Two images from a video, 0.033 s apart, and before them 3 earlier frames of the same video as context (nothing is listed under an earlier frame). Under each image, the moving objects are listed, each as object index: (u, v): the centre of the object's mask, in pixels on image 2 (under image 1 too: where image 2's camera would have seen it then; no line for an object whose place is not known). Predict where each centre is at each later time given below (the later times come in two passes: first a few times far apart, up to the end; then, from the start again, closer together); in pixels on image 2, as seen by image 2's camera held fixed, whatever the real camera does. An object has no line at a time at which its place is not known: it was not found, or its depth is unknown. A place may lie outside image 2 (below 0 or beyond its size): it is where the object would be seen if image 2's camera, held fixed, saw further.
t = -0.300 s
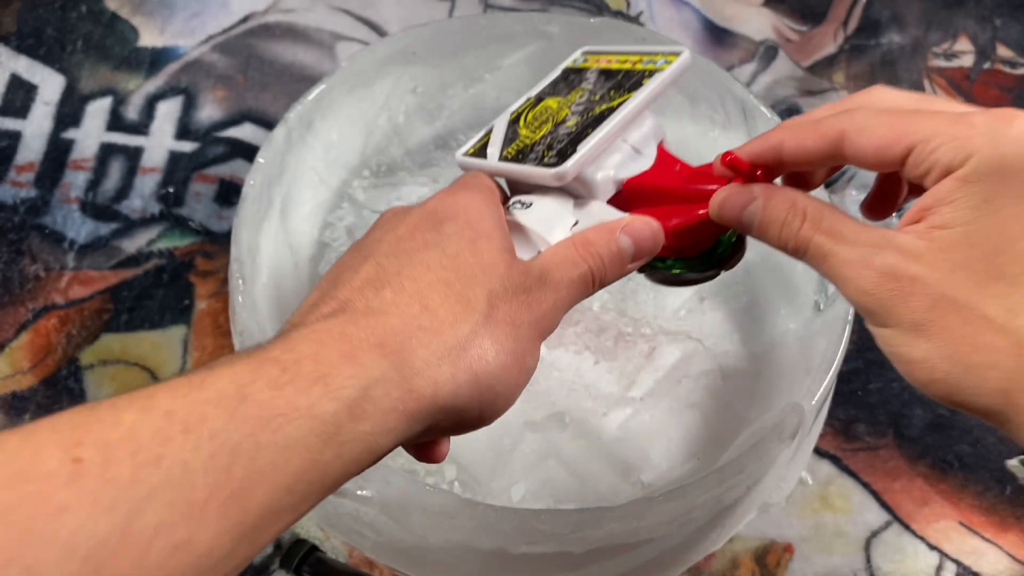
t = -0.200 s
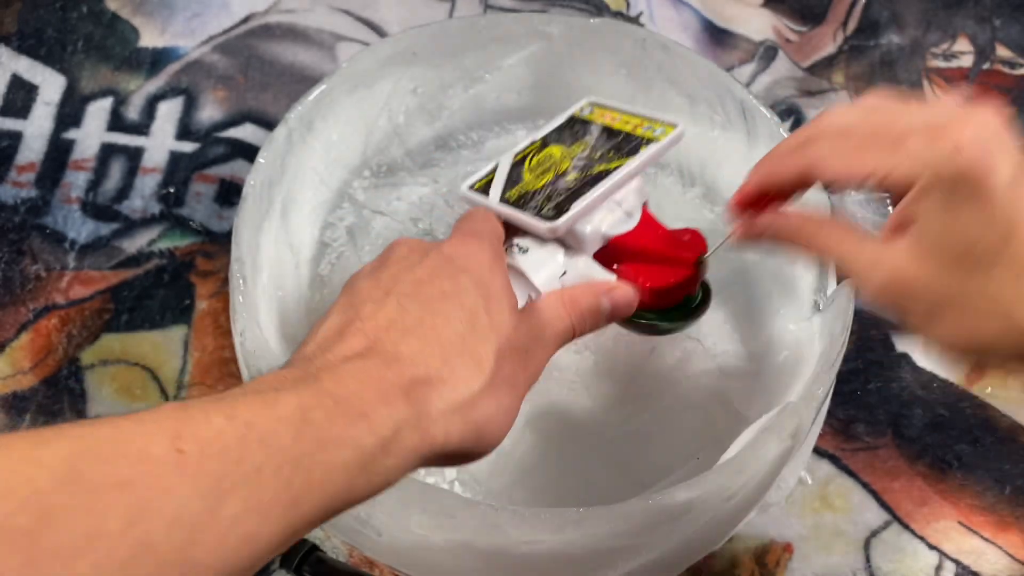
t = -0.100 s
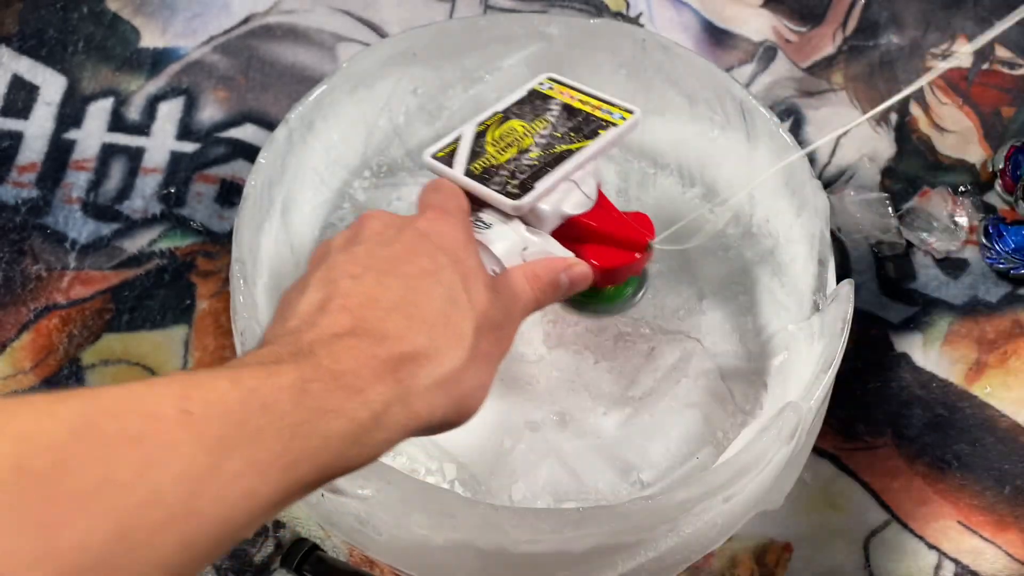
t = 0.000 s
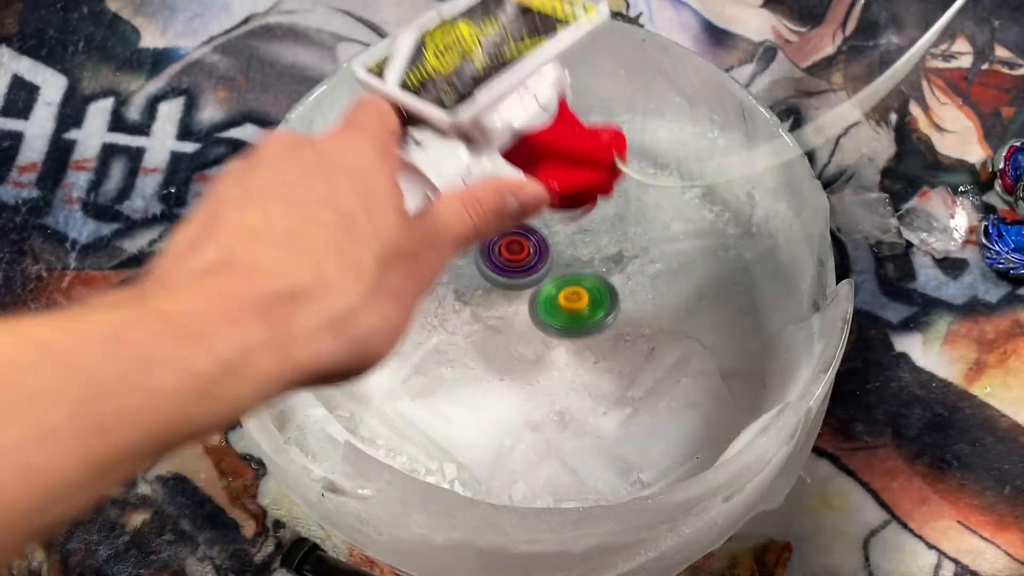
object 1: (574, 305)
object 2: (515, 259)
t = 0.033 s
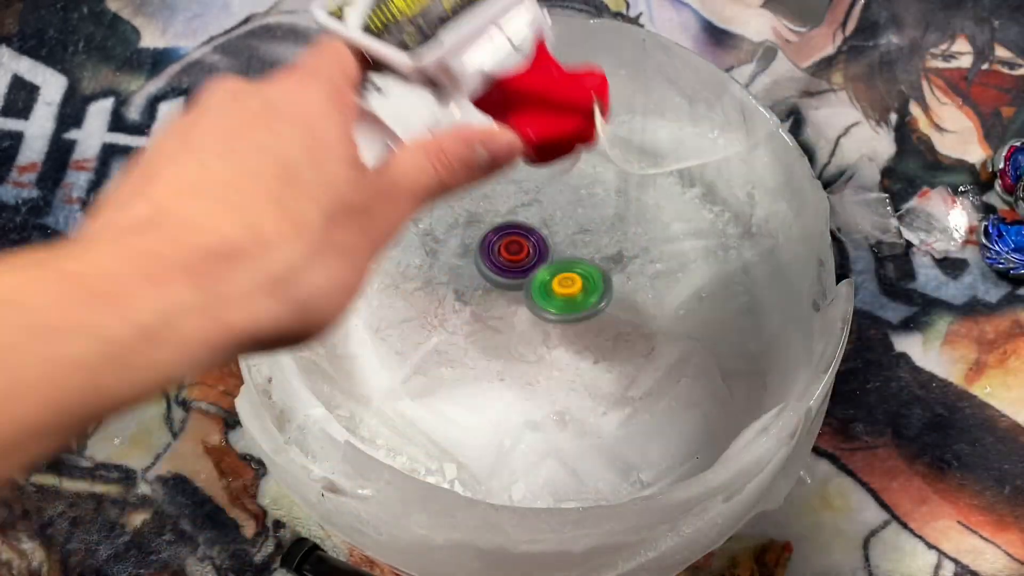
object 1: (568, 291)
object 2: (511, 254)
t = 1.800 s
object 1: (559, 269)
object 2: (462, 244)
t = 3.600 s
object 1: (564, 275)
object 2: (461, 247)
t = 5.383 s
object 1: (612, 321)
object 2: (501, 218)
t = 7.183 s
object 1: (545, 307)
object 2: (493, 230)
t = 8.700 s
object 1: (577, 284)
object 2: (494, 232)
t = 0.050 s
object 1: (568, 289)
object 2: (511, 251)
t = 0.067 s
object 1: (574, 289)
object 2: (513, 245)
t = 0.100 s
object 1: (585, 298)
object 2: (512, 234)
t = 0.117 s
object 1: (589, 305)
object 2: (513, 231)
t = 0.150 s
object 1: (593, 303)
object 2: (516, 228)
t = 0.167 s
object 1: (594, 304)
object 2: (518, 228)
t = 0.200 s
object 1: (595, 302)
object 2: (523, 230)
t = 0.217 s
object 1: (594, 300)
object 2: (525, 230)
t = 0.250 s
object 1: (590, 296)
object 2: (526, 228)
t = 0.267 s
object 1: (587, 294)
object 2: (526, 227)
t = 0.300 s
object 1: (579, 290)
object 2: (525, 226)
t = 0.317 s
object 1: (575, 287)
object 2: (525, 226)
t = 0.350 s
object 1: (568, 289)
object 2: (523, 220)
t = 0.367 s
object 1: (567, 295)
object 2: (518, 212)
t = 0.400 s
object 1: (564, 306)
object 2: (509, 198)
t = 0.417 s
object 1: (562, 310)
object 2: (505, 193)
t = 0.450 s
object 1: (555, 317)
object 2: (499, 184)
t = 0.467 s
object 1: (550, 319)
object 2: (496, 181)
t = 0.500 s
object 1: (545, 319)
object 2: (491, 179)
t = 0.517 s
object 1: (545, 318)
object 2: (488, 180)
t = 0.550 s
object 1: (550, 315)
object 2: (484, 182)
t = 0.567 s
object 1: (552, 312)
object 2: (482, 185)
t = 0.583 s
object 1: (554, 309)
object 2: (480, 187)
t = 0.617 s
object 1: (555, 300)
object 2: (478, 195)
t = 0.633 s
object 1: (554, 296)
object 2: (478, 198)
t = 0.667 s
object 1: (551, 287)
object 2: (477, 206)
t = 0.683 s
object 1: (550, 283)
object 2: (476, 209)
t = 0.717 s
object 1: (545, 275)
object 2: (476, 215)
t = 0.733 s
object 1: (545, 271)
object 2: (476, 219)
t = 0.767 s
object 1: (549, 266)
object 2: (477, 226)
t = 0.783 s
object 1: (554, 265)
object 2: (478, 230)
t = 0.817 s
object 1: (556, 265)
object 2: (479, 236)
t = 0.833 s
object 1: (557, 266)
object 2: (474, 237)
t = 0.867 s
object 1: (556, 266)
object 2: (468, 239)
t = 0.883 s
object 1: (553, 266)
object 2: (466, 241)
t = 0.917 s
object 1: (549, 268)
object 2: (465, 241)
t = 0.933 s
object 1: (548, 268)
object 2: (465, 242)
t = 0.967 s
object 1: (549, 269)
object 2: (468, 243)
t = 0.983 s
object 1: (550, 269)
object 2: (470, 245)
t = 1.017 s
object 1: (554, 264)
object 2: (464, 244)
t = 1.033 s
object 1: (555, 264)
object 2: (460, 243)
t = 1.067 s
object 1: (553, 266)
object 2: (457, 241)
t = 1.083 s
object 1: (554, 266)
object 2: (455, 240)
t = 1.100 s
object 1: (555, 267)
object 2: (454, 240)
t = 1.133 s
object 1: (554, 267)
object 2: (454, 240)
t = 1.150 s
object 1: (554, 266)
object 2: (454, 240)
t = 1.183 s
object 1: (555, 267)
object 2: (455, 240)
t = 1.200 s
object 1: (555, 267)
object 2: (456, 241)
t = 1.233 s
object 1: (554, 266)
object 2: (458, 242)
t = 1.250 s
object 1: (556, 267)
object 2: (460, 243)
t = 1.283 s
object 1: (555, 266)
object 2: (463, 244)
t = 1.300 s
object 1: (557, 267)
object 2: (463, 244)
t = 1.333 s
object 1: (556, 267)
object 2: (464, 244)
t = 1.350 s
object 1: (557, 267)
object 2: (464, 244)
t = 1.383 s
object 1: (556, 267)
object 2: (464, 244)
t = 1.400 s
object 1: (556, 267)
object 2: (464, 244)
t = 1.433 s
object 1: (558, 268)
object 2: (463, 244)
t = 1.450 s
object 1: (557, 268)
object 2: (462, 244)
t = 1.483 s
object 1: (557, 267)
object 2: (462, 243)
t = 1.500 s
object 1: (558, 268)
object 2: (462, 244)
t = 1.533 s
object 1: (557, 268)
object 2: (462, 244)
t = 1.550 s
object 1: (558, 268)
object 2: (462, 244)
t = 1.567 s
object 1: (558, 268)
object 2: (462, 244)
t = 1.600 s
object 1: (558, 268)
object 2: (462, 244)
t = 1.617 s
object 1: (558, 268)
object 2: (462, 244)
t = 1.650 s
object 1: (558, 268)
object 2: (462, 244)
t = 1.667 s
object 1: (558, 268)
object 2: (462, 244)
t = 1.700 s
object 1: (559, 269)
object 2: (462, 244)
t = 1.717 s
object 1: (559, 269)
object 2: (462, 244)
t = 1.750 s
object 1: (560, 269)
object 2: (462, 244)
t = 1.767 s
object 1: (559, 269)
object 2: (462, 244)
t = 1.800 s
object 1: (559, 269)
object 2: (462, 244)
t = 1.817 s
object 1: (561, 269)
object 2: (462, 244)
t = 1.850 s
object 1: (559, 268)
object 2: (462, 244)
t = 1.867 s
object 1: (561, 269)
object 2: (462, 245)
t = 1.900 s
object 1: (560, 269)
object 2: (462, 245)
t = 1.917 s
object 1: (560, 270)
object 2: (462, 245)
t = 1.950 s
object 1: (561, 270)
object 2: (462, 245)
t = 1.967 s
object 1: (560, 270)
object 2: (462, 245)
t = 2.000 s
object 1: (562, 270)
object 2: (462, 245)
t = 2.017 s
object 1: (561, 271)
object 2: (462, 245)
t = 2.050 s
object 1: (561, 271)
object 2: (462, 245)
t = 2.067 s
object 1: (562, 270)
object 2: (462, 245)
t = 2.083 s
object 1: (563, 271)
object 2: (462, 245)
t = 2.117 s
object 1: (561, 270)
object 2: (462, 245)
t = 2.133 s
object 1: (562, 271)
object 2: (462, 245)
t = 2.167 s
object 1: (562, 271)
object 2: (462, 245)
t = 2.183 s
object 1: (562, 272)
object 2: (462, 245)
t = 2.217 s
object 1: (564, 271)
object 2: (462, 245)
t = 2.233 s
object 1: (563, 271)
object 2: (462, 245)
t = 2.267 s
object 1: (564, 272)
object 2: (462, 245)
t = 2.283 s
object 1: (564, 272)
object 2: (462, 245)
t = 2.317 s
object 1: (563, 272)
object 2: (462, 245)
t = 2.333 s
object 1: (564, 272)
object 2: (462, 245)
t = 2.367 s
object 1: (564, 272)
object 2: (462, 245)
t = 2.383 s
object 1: (563, 272)
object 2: (462, 245)
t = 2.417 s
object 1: (565, 273)
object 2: (462, 245)
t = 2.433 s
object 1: (564, 272)
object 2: (462, 245)
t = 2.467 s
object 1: (564, 273)
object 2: (462, 246)
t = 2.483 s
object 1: (564, 273)
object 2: (462, 246)
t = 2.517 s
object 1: (563, 272)
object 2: (462, 246)
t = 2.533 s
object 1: (564, 273)
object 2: (462, 246)
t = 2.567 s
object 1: (564, 273)
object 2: (462, 246)
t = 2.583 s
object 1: (564, 274)
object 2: (462, 246)
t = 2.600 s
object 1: (564, 274)
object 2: (462, 246)
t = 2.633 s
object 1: (564, 274)
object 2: (462, 246)
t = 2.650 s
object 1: (564, 274)
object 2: (462, 246)
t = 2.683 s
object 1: (564, 274)
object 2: (462, 246)
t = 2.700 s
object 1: (565, 274)
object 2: (462, 246)
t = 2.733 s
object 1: (564, 275)
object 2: (462, 246)
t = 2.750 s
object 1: (565, 275)
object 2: (462, 246)
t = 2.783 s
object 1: (564, 275)
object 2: (462, 247)
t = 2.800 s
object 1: (565, 275)
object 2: (462, 247)
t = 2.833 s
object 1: (563, 275)
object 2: (462, 247)
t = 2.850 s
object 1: (564, 274)
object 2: (462, 247)
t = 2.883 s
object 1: (565, 275)
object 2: (462, 247)
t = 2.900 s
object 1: (565, 274)
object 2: (461, 247)
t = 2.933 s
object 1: (565, 276)
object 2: (462, 247)
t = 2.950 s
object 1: (565, 275)
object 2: (461, 247)
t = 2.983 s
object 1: (565, 277)
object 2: (462, 247)
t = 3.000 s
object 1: (564, 277)
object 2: (462, 247)
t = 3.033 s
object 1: (565, 278)
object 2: (462, 247)
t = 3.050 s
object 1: (564, 278)
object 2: (461, 247)
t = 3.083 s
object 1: (565, 278)
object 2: (462, 247)
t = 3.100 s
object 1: (565, 279)
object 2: (461, 247)
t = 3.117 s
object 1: (564, 278)
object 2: (461, 247)
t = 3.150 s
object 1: (564, 278)
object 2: (462, 247)
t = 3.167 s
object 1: (565, 278)
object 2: (461, 248)
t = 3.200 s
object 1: (564, 279)
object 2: (461, 247)
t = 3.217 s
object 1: (564, 279)
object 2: (461, 247)
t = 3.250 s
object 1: (564, 279)
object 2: (462, 247)
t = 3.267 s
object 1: (564, 280)
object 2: (461, 247)
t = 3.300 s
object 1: (563, 280)
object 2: (462, 247)
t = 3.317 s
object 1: (564, 280)
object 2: (462, 248)
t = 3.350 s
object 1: (564, 280)
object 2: (461, 247)
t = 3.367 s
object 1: (564, 280)
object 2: (461, 247)
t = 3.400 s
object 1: (564, 281)
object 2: (461, 248)
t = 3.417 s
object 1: (564, 281)
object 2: (461, 247)
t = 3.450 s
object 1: (564, 281)
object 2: (461, 248)
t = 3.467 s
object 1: (564, 280)
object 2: (461, 248)
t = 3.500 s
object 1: (562, 280)
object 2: (461, 247)
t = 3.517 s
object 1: (562, 281)
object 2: (461, 247)
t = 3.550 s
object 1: (564, 281)
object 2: (461, 247)
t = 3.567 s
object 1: (564, 281)
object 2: (461, 247)
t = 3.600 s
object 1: (564, 275)
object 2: (461, 247)
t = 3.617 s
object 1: (563, 274)
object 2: (461, 247)
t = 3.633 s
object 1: (562, 275)
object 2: (461, 247)
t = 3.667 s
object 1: (560, 280)
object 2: (461, 247)
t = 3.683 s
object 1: (562, 283)
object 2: (461, 247)
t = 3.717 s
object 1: (563, 282)
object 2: (461, 247)
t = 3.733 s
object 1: (562, 282)
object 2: (461, 247)
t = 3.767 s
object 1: (562, 282)
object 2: (461, 247)
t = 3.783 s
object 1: (562, 281)
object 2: (461, 247)
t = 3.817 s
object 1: (561, 283)
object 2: (461, 247)
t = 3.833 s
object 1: (561, 283)
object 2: (461, 246)
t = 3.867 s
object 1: (562, 282)
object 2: (461, 246)
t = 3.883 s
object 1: (559, 282)
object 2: (461, 246)
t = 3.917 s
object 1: (560, 283)
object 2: (461, 245)
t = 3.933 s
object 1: (561, 281)
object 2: (461, 245)
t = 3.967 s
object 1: (560, 278)
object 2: (463, 243)
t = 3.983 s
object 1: (558, 280)
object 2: (463, 242)
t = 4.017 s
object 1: (558, 284)
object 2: (463, 240)
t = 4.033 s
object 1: (559, 282)
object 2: (464, 239)
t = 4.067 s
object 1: (561, 283)
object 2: (464, 238)
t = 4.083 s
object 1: (560, 283)
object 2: (464, 238)
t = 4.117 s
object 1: (558, 282)
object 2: (464, 239)
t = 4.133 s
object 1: (558, 285)
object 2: (463, 239)
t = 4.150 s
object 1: (558, 283)
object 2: (463, 239)
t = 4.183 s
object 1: (560, 284)
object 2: (463, 240)
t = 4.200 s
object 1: (560, 284)
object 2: (463, 240)
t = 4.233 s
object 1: (557, 284)
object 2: (463, 241)
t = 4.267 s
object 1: (559, 284)
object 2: (465, 240)
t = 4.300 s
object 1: (558, 284)
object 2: (467, 240)
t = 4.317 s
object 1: (558, 283)
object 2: (469, 240)
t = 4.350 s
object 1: (557, 281)
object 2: (474, 242)
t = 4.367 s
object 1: (556, 283)
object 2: (477, 243)
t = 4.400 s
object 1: (555, 283)
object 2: (484, 246)
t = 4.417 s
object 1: (557, 284)
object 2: (485, 248)
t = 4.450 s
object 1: (560, 285)
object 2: (489, 250)
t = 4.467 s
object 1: (567, 289)
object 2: (484, 246)
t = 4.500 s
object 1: (581, 301)
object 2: (475, 238)
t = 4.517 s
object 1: (588, 307)
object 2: (471, 236)
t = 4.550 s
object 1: (600, 316)
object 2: (466, 232)
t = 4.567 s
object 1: (605, 319)
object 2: (464, 231)
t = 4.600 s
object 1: (613, 324)
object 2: (462, 231)
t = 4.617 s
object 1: (616, 326)
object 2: (463, 231)
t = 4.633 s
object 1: (619, 328)
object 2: (463, 232)
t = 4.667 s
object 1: (621, 328)
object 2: (466, 236)
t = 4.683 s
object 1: (620, 328)
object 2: (468, 238)
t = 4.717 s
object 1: (617, 327)
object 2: (473, 243)
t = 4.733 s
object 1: (614, 326)
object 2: (476, 247)
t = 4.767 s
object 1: (606, 322)
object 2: (482, 254)
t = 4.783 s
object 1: (601, 320)
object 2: (487, 256)
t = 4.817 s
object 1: (590, 315)
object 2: (498, 262)
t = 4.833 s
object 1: (584, 311)
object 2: (505, 263)
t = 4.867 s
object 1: (575, 306)
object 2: (511, 260)
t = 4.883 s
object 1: (572, 305)
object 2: (511, 255)
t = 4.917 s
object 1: (567, 303)
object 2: (514, 244)
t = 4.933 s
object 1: (564, 301)
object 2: (517, 240)
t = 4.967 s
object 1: (558, 298)
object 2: (521, 234)
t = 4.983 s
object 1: (559, 296)
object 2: (521, 231)
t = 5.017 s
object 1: (560, 300)
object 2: (522, 227)
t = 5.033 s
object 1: (560, 299)
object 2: (522, 225)
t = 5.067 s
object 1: (563, 298)
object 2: (525, 226)
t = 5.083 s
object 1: (564, 297)
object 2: (526, 227)
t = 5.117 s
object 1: (567, 295)
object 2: (527, 228)
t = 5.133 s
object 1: (568, 295)
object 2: (526, 228)
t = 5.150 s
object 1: (569, 294)
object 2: (524, 228)
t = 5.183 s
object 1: (568, 294)
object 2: (522, 229)
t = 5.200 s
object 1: (567, 294)
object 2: (521, 230)
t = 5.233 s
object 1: (565, 295)
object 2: (520, 233)
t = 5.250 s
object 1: (564, 296)
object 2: (520, 234)
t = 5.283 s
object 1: (572, 312)
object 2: (515, 228)
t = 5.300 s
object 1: (577, 316)
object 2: (513, 224)
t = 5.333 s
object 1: (590, 319)
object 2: (508, 219)
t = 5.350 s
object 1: (598, 317)
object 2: (505, 218)
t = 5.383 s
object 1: (612, 321)
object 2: (501, 218)
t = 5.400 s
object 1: (617, 327)
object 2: (500, 218)
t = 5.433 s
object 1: (628, 322)
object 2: (498, 221)
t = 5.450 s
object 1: (632, 318)
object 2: (496, 223)
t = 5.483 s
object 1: (637, 315)
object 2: (494, 226)
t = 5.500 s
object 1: (638, 315)
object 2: (494, 228)
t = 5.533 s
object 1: (636, 317)
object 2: (494, 233)
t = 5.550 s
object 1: (634, 318)
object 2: (494, 236)
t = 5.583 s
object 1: (630, 315)
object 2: (494, 242)
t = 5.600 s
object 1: (628, 314)
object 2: (494, 245)
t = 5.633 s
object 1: (621, 313)
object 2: (494, 249)
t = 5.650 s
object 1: (617, 311)
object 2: (494, 250)
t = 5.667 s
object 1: (612, 309)
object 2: (495, 252)
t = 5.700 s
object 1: (608, 305)
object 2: (495, 257)
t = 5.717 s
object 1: (605, 304)
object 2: (496, 260)
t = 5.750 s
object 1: (598, 303)
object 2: (499, 266)
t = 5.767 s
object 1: (596, 301)
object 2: (500, 267)
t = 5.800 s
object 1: (590, 299)
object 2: (499, 267)
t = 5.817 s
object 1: (586, 299)
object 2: (498, 265)
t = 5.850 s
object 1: (583, 298)
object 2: (499, 263)
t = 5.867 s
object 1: (584, 297)
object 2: (501, 262)
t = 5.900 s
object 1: (583, 297)
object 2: (506, 261)
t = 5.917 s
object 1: (584, 297)
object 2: (506, 260)
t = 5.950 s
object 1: (584, 297)
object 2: (509, 258)
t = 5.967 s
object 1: (583, 297)
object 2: (511, 258)
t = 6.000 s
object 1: (583, 295)
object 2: (514, 255)
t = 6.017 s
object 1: (583, 296)
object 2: (516, 253)
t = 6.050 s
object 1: (584, 296)
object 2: (518, 250)
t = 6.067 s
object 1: (584, 295)
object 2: (518, 249)
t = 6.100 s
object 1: (582, 295)
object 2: (517, 249)
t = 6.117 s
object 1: (582, 294)
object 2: (518, 250)
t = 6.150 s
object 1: (587, 295)
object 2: (513, 247)
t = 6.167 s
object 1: (587, 294)
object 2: (512, 246)
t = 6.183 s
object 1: (586, 294)
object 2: (512, 246)
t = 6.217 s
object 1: (581, 293)
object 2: (516, 247)
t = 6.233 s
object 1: (582, 291)
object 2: (519, 248)
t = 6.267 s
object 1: (585, 292)
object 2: (517, 248)
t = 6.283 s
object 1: (584, 292)
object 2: (516, 248)
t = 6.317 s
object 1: (584, 288)
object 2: (515, 249)
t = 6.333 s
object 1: (589, 286)
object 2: (512, 248)
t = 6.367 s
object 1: (595, 284)
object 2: (507, 249)
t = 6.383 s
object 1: (597, 282)
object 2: (506, 250)
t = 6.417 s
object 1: (598, 279)
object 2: (509, 255)
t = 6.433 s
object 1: (598, 278)
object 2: (511, 258)
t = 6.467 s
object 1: (595, 275)
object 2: (515, 258)
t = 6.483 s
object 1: (593, 274)
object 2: (516, 256)
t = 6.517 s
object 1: (587, 271)
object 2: (515, 250)
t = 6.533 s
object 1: (585, 270)
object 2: (514, 247)
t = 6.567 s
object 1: (581, 271)
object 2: (513, 242)
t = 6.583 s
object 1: (579, 272)
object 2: (515, 239)
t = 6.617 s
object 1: (576, 275)
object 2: (515, 235)
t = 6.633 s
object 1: (575, 277)
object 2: (515, 234)
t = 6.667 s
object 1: (570, 281)
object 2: (518, 236)
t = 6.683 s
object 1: (570, 286)
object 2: (517, 234)
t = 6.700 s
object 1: (571, 292)
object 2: (517, 233)
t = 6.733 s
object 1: (569, 301)
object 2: (518, 234)
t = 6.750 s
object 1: (568, 304)
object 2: (518, 236)
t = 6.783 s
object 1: (563, 310)
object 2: (519, 243)
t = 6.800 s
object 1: (561, 312)
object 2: (519, 247)
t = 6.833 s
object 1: (556, 314)
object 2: (517, 253)
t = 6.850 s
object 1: (553, 315)
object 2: (515, 255)
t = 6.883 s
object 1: (546, 314)
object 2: (509, 257)
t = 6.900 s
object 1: (544, 314)
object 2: (507, 257)
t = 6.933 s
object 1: (540, 313)
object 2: (502, 257)
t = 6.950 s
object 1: (541, 312)
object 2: (500, 258)
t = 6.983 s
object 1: (542, 310)
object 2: (499, 257)
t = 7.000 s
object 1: (543, 309)
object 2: (499, 256)
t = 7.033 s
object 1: (546, 308)
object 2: (501, 253)
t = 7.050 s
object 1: (550, 311)
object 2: (500, 248)
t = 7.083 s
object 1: (554, 314)
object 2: (498, 241)
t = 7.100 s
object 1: (555, 314)
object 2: (497, 237)
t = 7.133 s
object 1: (552, 313)
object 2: (496, 232)
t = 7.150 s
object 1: (550, 312)
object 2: (495, 230)
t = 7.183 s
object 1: (545, 307)
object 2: (493, 230)
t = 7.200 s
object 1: (543, 305)
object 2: (492, 230)
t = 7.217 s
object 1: (543, 301)
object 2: (491, 231)
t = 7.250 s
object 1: (544, 294)
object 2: (490, 235)
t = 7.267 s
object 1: (545, 290)
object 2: (490, 236)
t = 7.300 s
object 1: (547, 282)
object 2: (491, 238)
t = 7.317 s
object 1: (548, 280)
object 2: (492, 231)
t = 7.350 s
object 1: (550, 282)
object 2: (494, 226)
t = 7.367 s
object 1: (551, 283)
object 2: (495, 221)
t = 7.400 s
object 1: (552, 284)
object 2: (496, 216)
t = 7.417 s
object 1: (552, 285)
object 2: (496, 215)
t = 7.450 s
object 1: (551, 284)
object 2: (498, 214)
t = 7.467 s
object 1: (550, 284)
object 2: (499, 214)
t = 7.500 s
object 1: (552, 283)
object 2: (501, 217)
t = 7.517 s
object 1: (553, 283)
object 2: (501, 219)
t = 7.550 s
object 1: (557, 282)
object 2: (501, 223)
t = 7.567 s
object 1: (559, 282)
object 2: (501, 224)
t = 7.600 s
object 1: (561, 280)
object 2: (502, 226)
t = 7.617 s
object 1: (562, 278)
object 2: (502, 227)
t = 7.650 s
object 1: (567, 280)
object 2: (498, 223)
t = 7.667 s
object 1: (573, 285)
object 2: (492, 217)
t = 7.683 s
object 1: (579, 289)
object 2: (486, 212)
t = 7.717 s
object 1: (589, 295)
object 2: (477, 203)
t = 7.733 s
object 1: (592, 297)
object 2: (473, 200)
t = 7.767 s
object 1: (598, 297)
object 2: (469, 197)
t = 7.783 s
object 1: (599, 296)
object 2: (467, 196)
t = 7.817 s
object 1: (600, 294)
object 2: (466, 196)
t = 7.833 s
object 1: (599, 291)
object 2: (466, 195)
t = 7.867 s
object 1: (595, 286)
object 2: (467, 196)
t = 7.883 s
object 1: (592, 282)
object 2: (468, 196)
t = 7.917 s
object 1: (584, 275)
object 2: (471, 198)
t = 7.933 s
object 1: (579, 271)
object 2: (473, 198)
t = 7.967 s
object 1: (566, 265)
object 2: (477, 200)
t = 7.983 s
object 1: (559, 263)
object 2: (479, 202)
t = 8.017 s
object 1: (549, 261)
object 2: (483, 207)
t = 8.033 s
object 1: (545, 260)
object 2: (485, 208)
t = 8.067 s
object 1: (546, 261)
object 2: (481, 203)
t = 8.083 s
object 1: (546, 260)
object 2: (479, 202)
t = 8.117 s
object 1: (546, 258)
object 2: (476, 202)
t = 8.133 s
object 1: (545, 256)
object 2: (475, 203)
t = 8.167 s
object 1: (544, 253)
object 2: (476, 204)
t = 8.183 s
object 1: (543, 252)
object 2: (477, 205)
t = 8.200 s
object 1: (543, 251)
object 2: (478, 206)
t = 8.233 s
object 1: (563, 260)
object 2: (469, 197)
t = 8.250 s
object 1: (572, 263)
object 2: (464, 196)
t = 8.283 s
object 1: (589, 275)
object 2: (456, 194)
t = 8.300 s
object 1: (595, 281)
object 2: (453, 195)
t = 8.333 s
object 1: (604, 290)
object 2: (450, 198)
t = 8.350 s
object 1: (608, 294)
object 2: (449, 200)
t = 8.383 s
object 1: (612, 300)
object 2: (450, 205)
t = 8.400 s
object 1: (614, 302)
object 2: (452, 208)
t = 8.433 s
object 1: (613, 304)
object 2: (457, 213)
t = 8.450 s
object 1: (612, 303)
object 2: (460, 216)
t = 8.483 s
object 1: (608, 302)
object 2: (468, 222)
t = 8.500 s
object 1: (605, 300)
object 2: (472, 226)
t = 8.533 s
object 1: (597, 296)
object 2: (480, 232)
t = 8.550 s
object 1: (593, 294)
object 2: (485, 235)
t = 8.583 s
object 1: (584, 288)
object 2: (495, 241)
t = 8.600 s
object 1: (579, 285)
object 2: (501, 244)
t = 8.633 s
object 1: (569, 278)
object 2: (507, 248)
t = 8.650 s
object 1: (571, 280)
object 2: (506, 245)
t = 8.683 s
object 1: (577, 283)
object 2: (498, 236)
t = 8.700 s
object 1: (577, 284)
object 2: (494, 232)
